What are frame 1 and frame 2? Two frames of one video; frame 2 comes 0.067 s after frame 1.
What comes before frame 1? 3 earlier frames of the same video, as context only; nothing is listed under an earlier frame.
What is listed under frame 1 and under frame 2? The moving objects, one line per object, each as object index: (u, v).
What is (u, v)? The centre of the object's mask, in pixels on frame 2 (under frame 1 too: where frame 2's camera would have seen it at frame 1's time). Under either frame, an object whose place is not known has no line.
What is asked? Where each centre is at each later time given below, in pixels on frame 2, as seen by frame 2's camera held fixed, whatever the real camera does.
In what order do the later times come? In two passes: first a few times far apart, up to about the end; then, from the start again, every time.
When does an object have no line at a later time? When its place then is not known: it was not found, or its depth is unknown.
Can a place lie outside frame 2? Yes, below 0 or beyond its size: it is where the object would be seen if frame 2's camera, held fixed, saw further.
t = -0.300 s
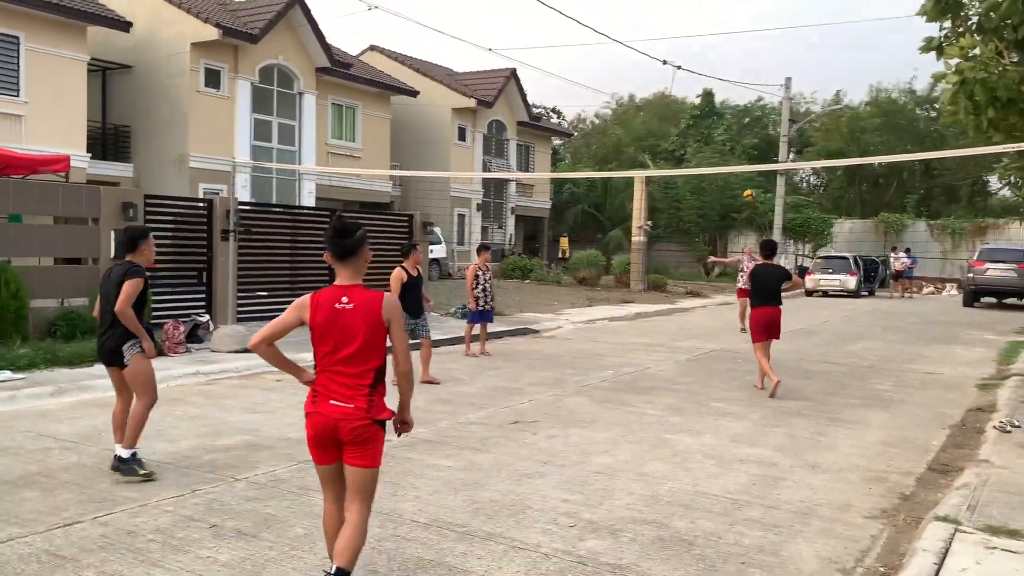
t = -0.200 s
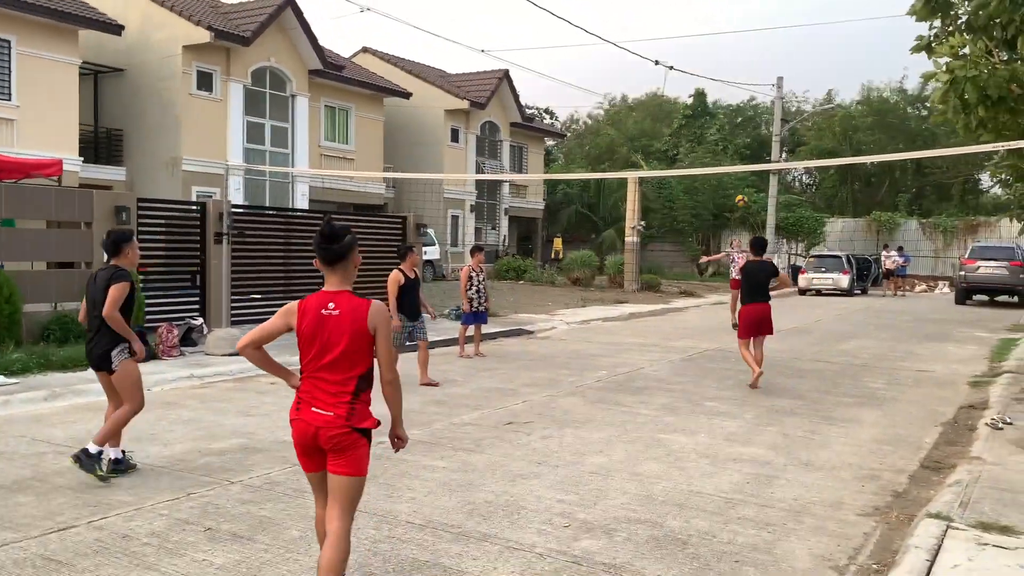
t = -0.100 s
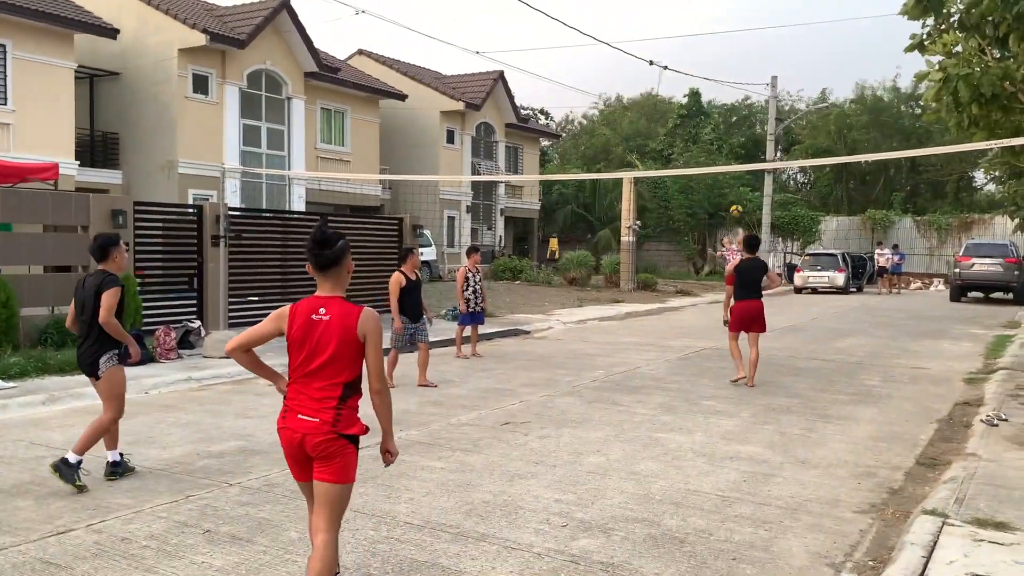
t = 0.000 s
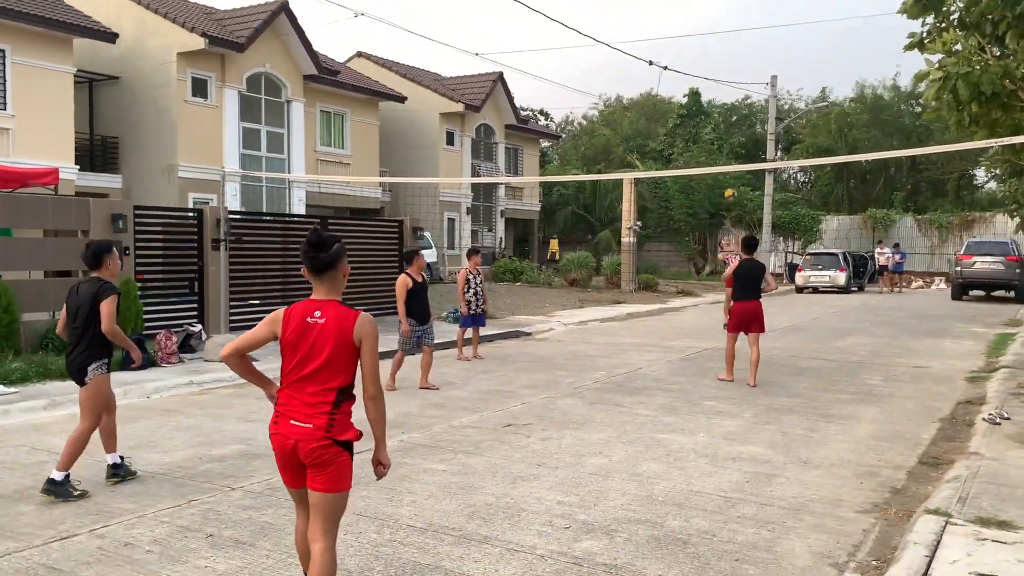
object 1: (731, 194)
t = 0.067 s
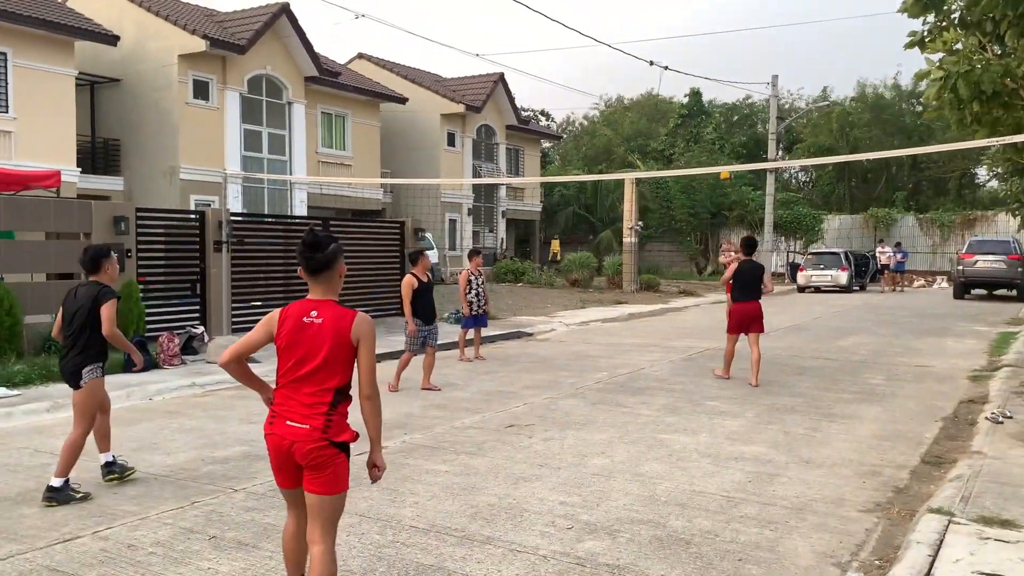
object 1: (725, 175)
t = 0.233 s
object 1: (708, 135)
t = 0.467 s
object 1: (677, 104)
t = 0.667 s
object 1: (645, 113)
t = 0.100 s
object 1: (721, 163)
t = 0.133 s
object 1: (718, 158)
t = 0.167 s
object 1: (715, 149)
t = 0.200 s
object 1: (712, 142)
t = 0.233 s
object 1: (708, 135)
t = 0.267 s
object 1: (706, 129)
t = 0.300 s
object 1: (702, 123)
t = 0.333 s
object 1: (696, 118)
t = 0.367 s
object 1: (693, 114)
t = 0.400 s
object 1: (688, 108)
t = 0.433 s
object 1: (682, 105)
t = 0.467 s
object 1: (677, 104)
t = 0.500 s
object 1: (671, 103)
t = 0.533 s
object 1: (666, 103)
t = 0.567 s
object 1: (662, 104)
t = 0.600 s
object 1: (656, 105)
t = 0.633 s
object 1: (650, 108)
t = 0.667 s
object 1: (645, 113)
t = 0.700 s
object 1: (640, 118)
